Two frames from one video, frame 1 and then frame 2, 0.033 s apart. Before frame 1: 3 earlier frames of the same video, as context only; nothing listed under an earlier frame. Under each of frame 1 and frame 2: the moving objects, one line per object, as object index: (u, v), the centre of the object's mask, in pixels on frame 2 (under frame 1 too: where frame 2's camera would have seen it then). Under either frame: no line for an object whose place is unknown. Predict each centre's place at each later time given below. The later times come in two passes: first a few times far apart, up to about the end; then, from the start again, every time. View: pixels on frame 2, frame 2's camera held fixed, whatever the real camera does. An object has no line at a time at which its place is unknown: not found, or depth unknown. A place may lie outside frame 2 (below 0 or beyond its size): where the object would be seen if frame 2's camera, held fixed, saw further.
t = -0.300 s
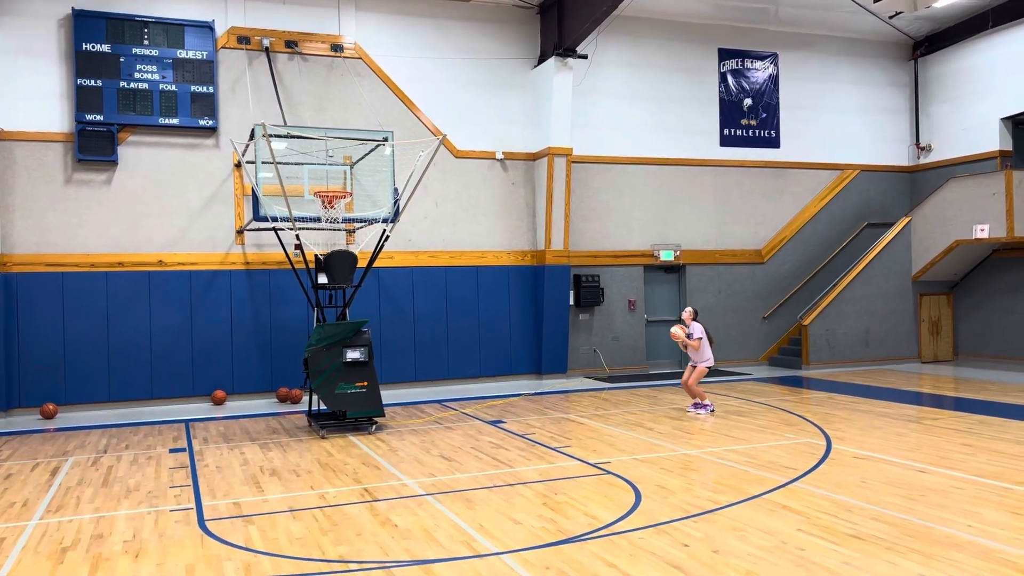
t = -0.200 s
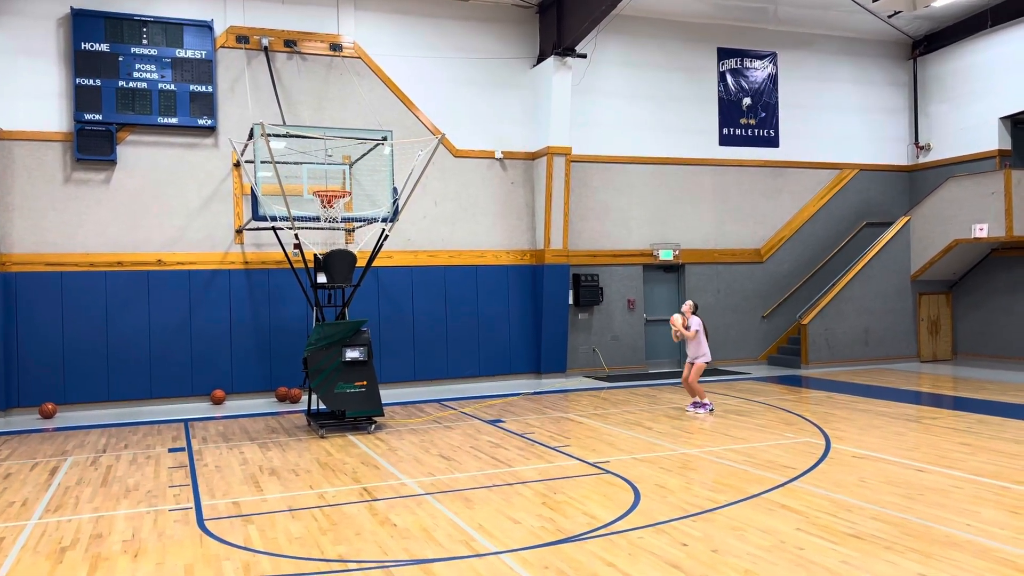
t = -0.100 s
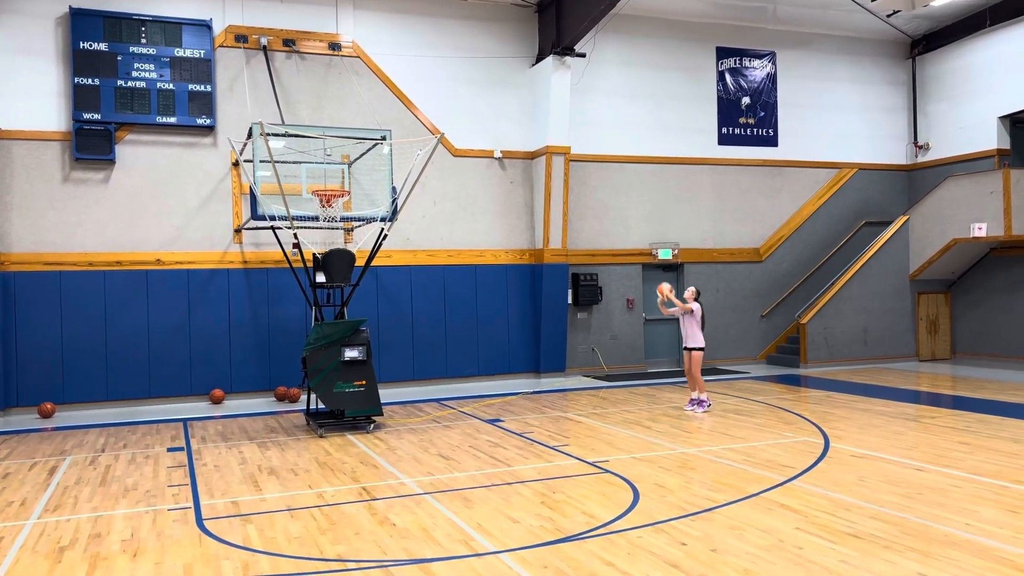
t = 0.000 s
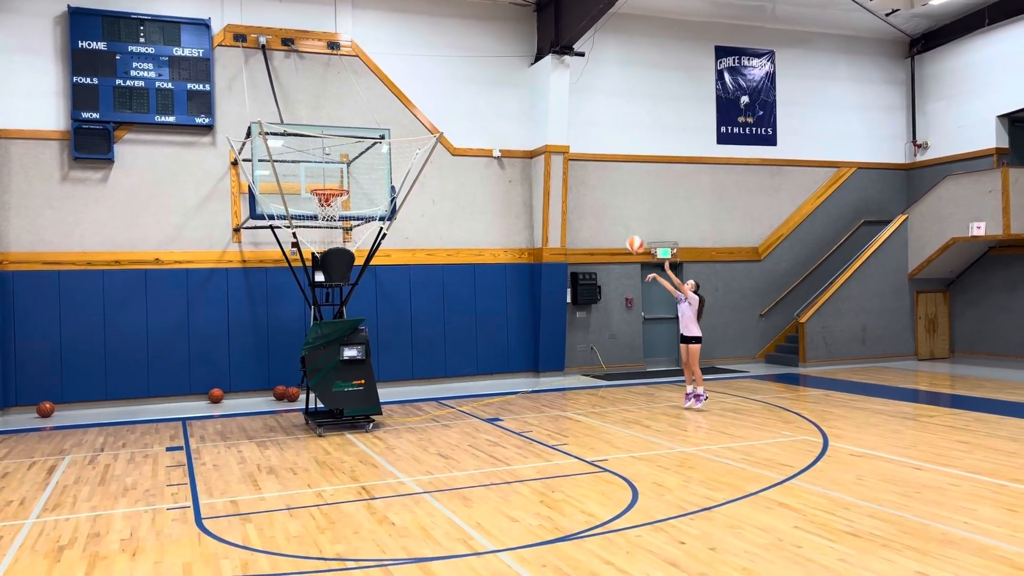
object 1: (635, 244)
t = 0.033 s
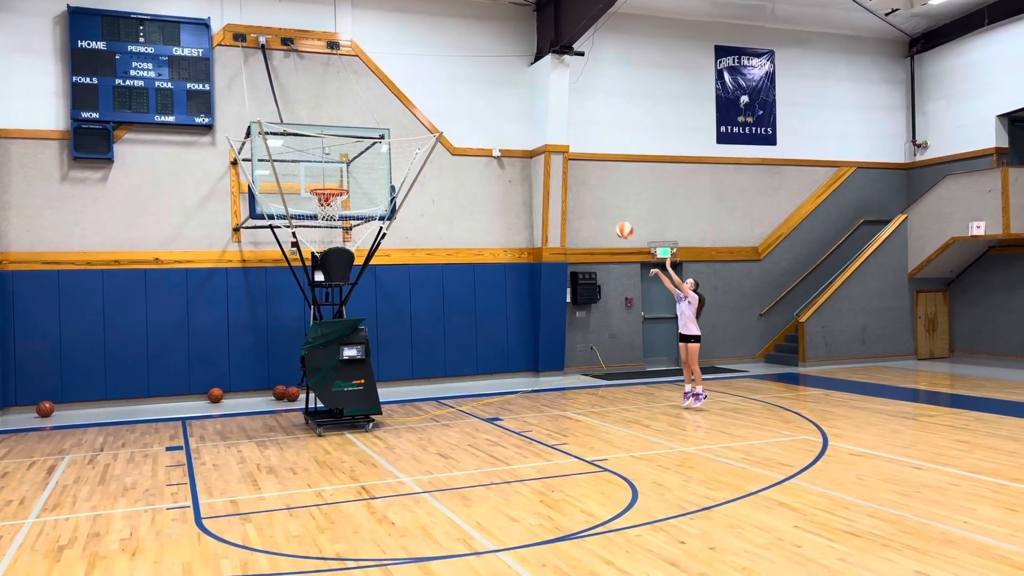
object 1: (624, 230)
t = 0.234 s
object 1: (564, 163)
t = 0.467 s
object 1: (493, 120)
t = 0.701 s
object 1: (423, 116)
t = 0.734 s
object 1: (413, 117)
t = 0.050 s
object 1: (619, 223)
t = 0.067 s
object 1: (614, 217)
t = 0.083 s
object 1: (609, 210)
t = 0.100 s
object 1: (604, 204)
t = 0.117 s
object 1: (599, 198)
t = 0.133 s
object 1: (594, 193)
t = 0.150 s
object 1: (589, 187)
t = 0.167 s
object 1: (584, 182)
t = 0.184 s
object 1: (579, 176)
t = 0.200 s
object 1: (573, 171)
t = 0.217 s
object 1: (569, 167)
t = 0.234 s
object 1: (564, 163)
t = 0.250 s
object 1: (558, 158)
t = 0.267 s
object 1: (553, 154)
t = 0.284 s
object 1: (549, 150)
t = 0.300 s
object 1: (543, 147)
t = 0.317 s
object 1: (538, 143)
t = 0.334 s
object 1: (533, 140)
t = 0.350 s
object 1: (527, 136)
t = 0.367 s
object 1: (523, 133)
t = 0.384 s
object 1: (518, 131)
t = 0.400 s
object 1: (513, 128)
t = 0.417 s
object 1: (508, 125)
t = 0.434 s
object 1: (503, 123)
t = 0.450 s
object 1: (498, 122)
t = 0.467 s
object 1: (493, 120)
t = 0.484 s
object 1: (488, 118)
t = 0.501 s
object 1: (483, 117)
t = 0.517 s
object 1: (478, 116)
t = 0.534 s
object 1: (473, 115)
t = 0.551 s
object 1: (468, 114)
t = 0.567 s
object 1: (463, 114)
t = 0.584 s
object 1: (458, 113)
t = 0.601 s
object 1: (453, 113)
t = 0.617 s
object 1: (448, 113)
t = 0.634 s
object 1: (443, 113)
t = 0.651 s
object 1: (438, 113)
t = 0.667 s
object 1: (433, 114)
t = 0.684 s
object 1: (428, 115)
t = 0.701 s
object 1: (423, 116)
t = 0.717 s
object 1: (418, 116)
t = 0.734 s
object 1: (413, 117)
